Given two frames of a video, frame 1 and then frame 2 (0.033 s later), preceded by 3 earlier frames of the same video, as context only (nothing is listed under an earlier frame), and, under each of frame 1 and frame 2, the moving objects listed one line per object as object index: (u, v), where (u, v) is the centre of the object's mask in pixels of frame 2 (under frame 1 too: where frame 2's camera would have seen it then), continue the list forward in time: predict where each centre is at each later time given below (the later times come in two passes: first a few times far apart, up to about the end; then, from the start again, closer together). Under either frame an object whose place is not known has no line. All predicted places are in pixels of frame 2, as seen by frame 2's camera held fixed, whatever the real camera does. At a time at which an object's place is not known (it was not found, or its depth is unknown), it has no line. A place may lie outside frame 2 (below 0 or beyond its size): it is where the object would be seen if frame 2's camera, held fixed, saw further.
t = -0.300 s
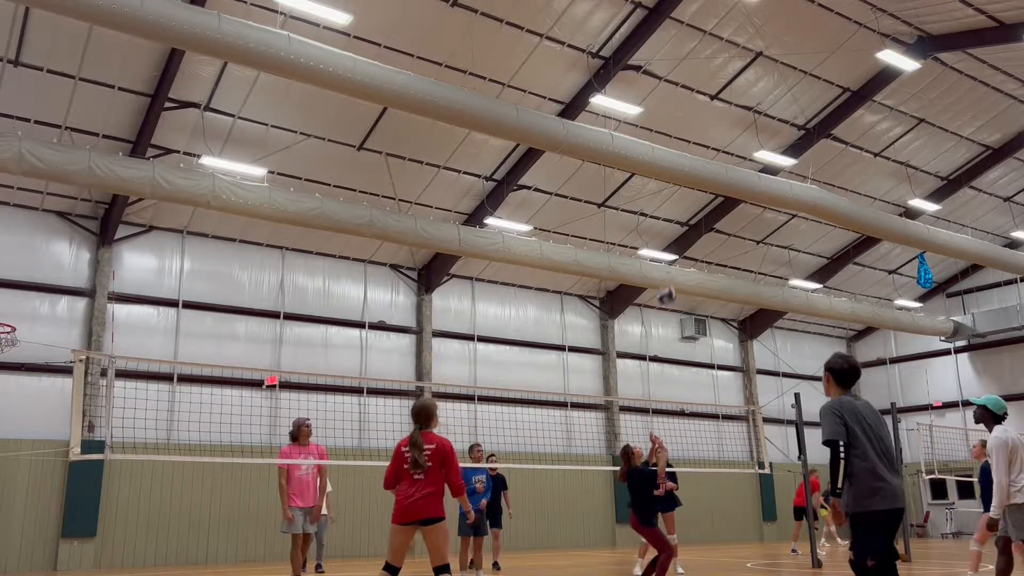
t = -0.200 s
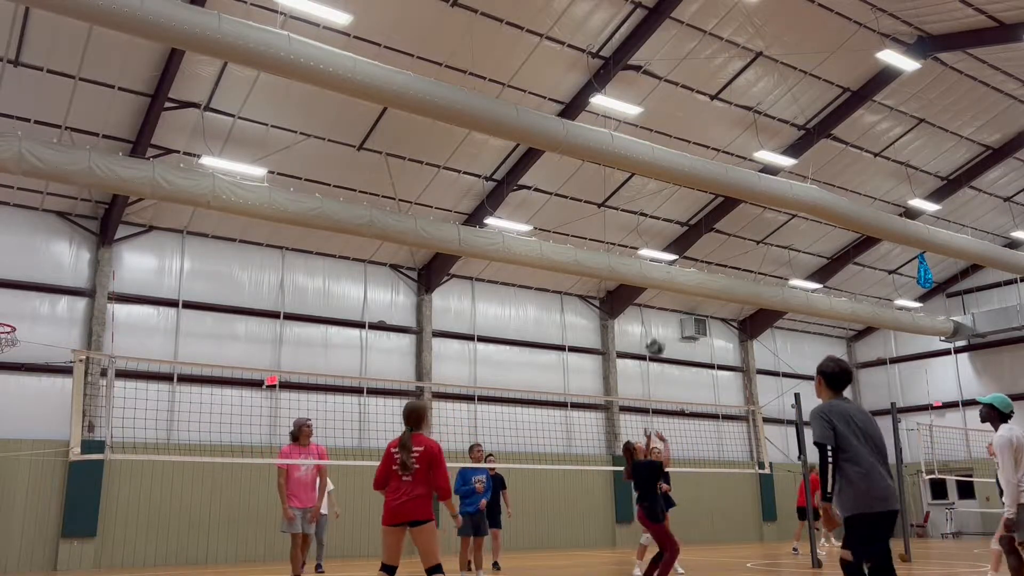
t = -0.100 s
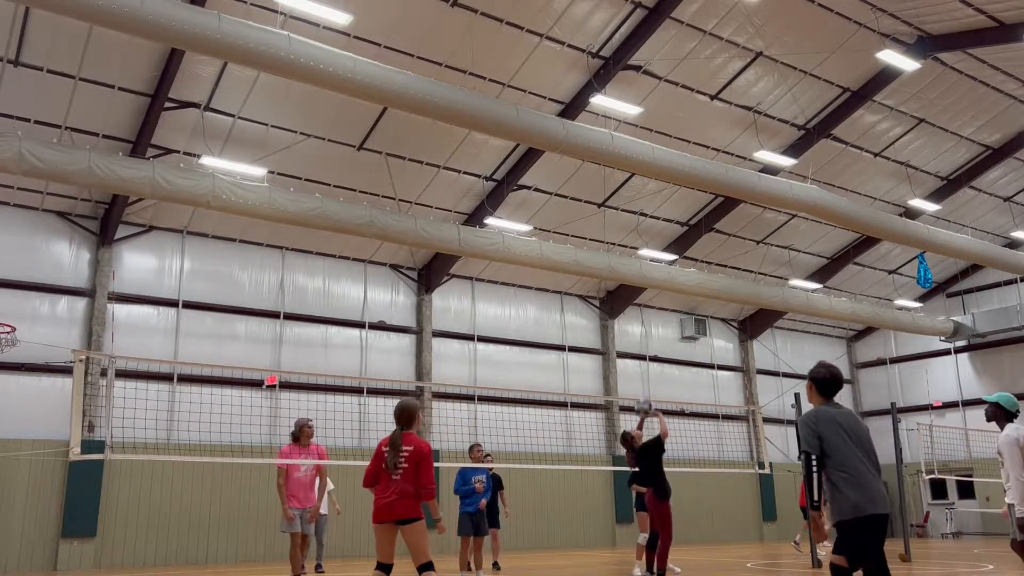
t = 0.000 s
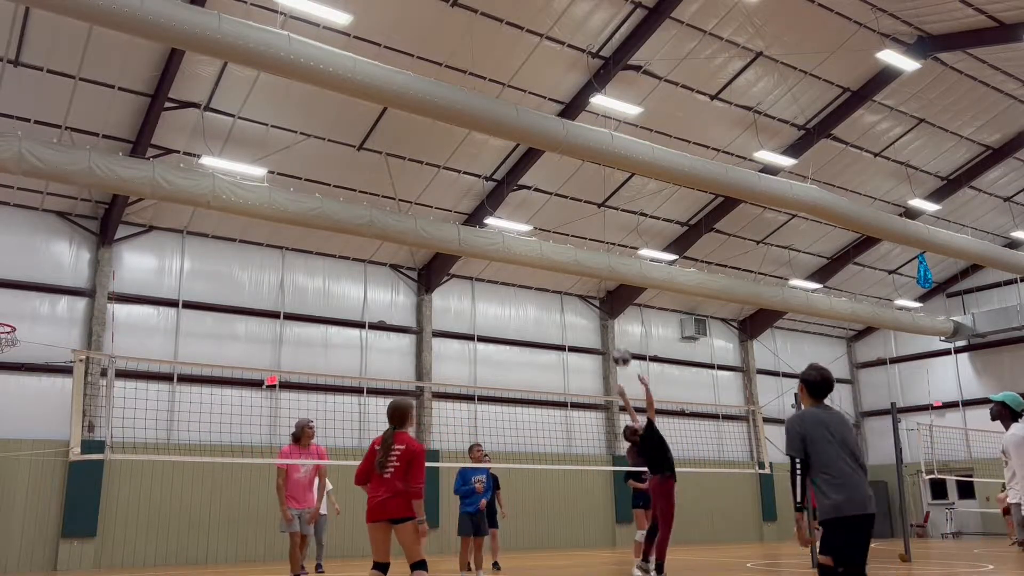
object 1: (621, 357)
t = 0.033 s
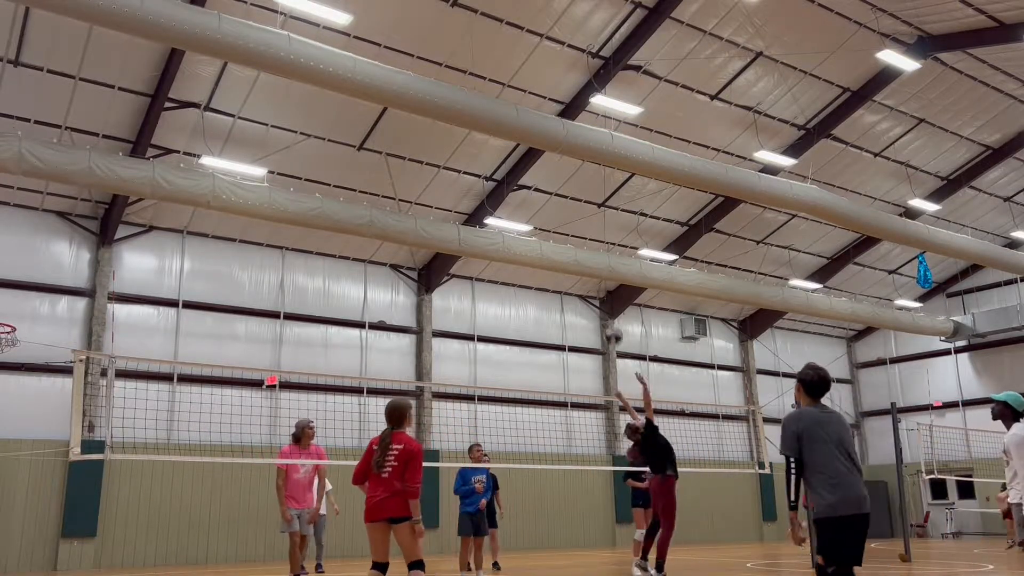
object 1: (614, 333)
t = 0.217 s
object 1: (569, 239)
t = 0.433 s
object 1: (521, 167)
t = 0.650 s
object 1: (476, 136)
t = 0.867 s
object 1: (430, 143)
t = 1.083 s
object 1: (384, 190)
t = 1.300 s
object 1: (336, 280)
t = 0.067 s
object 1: (605, 315)
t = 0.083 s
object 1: (601, 308)
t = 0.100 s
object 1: (596, 297)
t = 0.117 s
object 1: (592, 288)
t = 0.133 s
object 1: (588, 278)
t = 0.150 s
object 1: (583, 270)
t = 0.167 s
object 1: (580, 262)
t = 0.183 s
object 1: (576, 255)
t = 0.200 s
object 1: (573, 247)
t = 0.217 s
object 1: (569, 239)
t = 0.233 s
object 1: (564, 232)
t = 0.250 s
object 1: (561, 225)
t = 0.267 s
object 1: (557, 218)
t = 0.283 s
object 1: (554, 213)
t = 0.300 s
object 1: (550, 207)
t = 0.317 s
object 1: (546, 200)
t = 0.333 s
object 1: (542, 195)
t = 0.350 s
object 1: (538, 189)
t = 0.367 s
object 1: (535, 185)
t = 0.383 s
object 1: (532, 180)
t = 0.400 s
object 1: (528, 176)
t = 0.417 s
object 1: (524, 171)
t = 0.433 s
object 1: (521, 167)
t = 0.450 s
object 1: (518, 164)
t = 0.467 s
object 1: (514, 160)
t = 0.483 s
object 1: (511, 157)
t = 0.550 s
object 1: (496, 146)
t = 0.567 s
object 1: (493, 143)
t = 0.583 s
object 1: (489, 141)
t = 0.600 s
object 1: (486, 140)
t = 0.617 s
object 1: (483, 138)
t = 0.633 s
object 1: (479, 137)
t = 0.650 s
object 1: (476, 136)
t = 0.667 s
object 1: (472, 135)
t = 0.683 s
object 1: (468, 134)
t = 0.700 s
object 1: (466, 134)
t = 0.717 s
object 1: (462, 134)
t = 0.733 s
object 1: (458, 134)
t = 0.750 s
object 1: (454, 134)
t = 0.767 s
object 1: (451, 135)
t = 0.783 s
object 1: (447, 136)
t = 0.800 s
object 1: (444, 137)
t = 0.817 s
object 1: (441, 138)
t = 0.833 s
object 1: (437, 140)
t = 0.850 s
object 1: (433, 141)
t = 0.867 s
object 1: (430, 143)
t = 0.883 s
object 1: (426, 146)
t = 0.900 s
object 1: (423, 148)
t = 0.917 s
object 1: (419, 151)
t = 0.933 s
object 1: (416, 153)
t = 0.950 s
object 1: (412, 157)
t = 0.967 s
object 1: (409, 160)
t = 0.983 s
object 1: (405, 163)
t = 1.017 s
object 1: (398, 172)
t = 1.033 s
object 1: (394, 177)
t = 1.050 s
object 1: (391, 181)
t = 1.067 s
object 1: (388, 186)
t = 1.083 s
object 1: (384, 190)
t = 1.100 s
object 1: (380, 196)
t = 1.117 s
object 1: (376, 202)
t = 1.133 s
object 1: (372, 208)
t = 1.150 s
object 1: (369, 213)
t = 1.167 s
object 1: (365, 219)
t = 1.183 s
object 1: (361, 226)
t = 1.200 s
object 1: (359, 233)
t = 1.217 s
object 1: (354, 240)
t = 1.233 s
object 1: (350, 247)
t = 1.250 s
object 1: (347, 255)
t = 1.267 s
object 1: (343, 263)
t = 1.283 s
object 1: (340, 272)
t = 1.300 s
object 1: (336, 280)
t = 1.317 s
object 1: (331, 289)
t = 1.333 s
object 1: (327, 299)
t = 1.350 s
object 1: (323, 307)
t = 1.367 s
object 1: (319, 317)
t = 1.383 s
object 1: (315, 327)
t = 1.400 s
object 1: (312, 339)
